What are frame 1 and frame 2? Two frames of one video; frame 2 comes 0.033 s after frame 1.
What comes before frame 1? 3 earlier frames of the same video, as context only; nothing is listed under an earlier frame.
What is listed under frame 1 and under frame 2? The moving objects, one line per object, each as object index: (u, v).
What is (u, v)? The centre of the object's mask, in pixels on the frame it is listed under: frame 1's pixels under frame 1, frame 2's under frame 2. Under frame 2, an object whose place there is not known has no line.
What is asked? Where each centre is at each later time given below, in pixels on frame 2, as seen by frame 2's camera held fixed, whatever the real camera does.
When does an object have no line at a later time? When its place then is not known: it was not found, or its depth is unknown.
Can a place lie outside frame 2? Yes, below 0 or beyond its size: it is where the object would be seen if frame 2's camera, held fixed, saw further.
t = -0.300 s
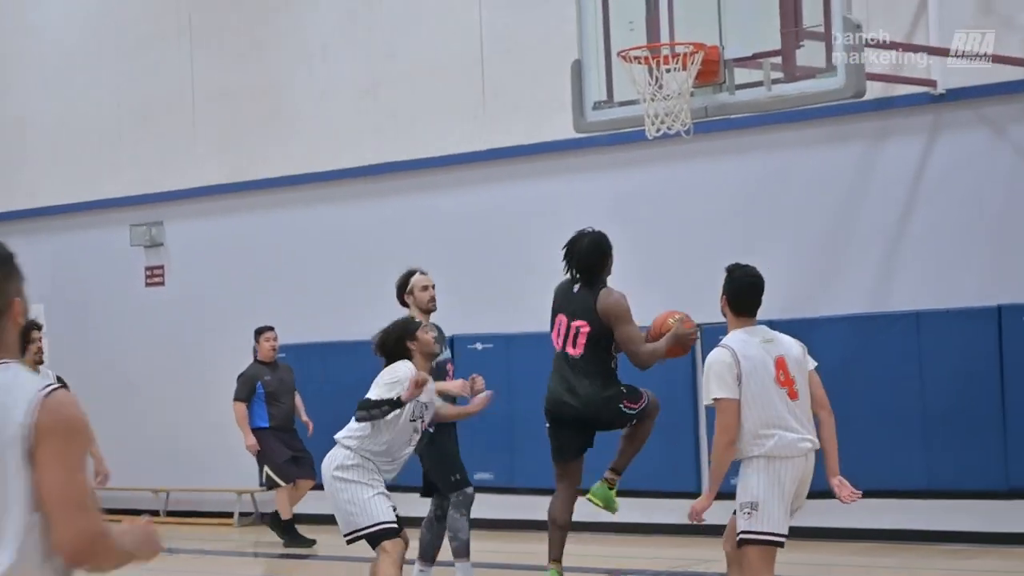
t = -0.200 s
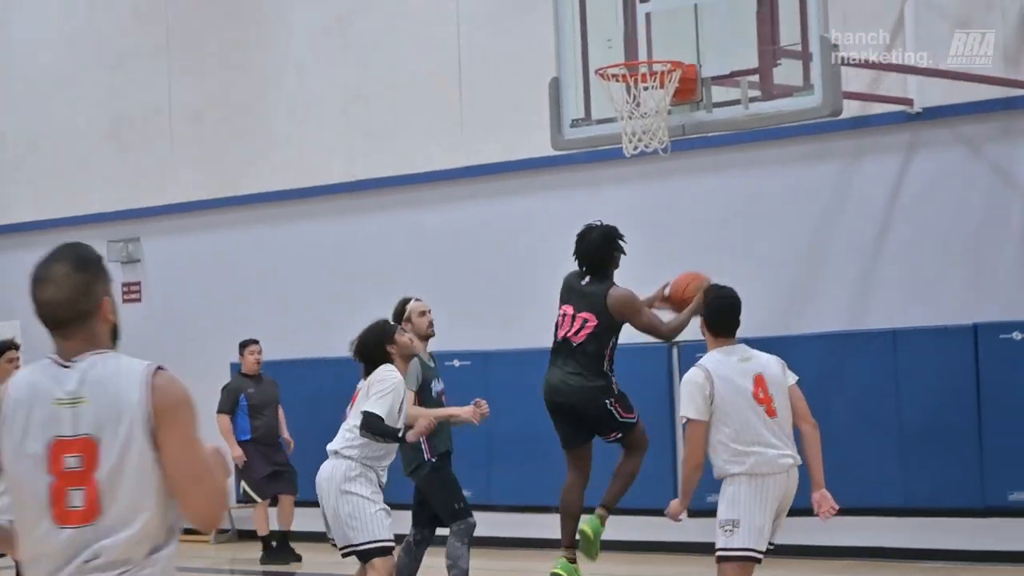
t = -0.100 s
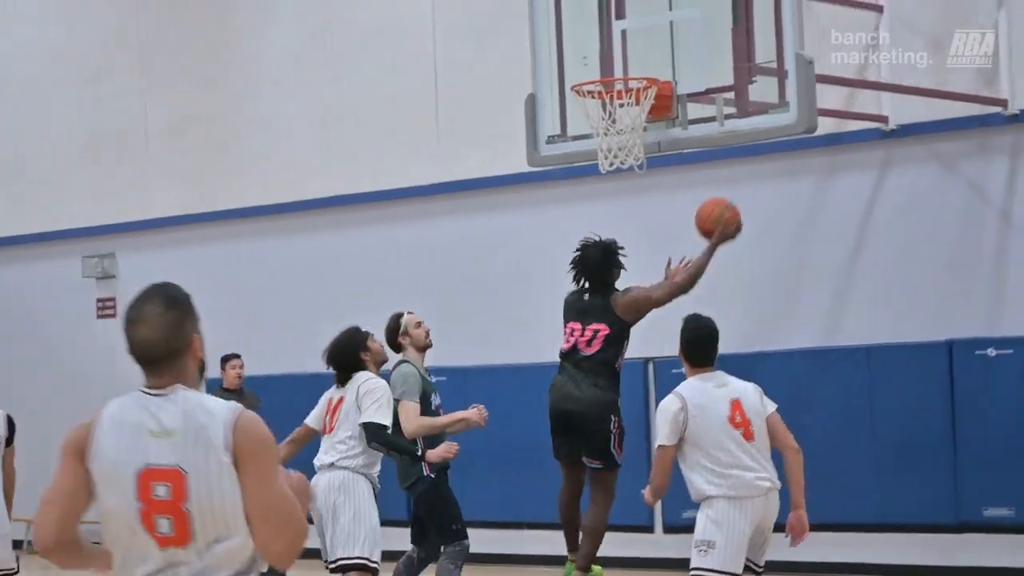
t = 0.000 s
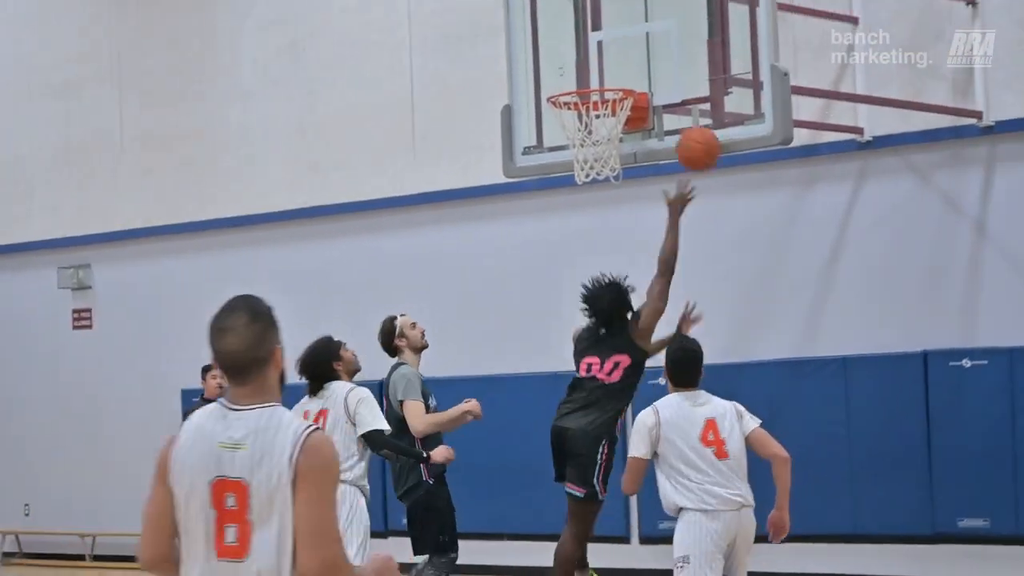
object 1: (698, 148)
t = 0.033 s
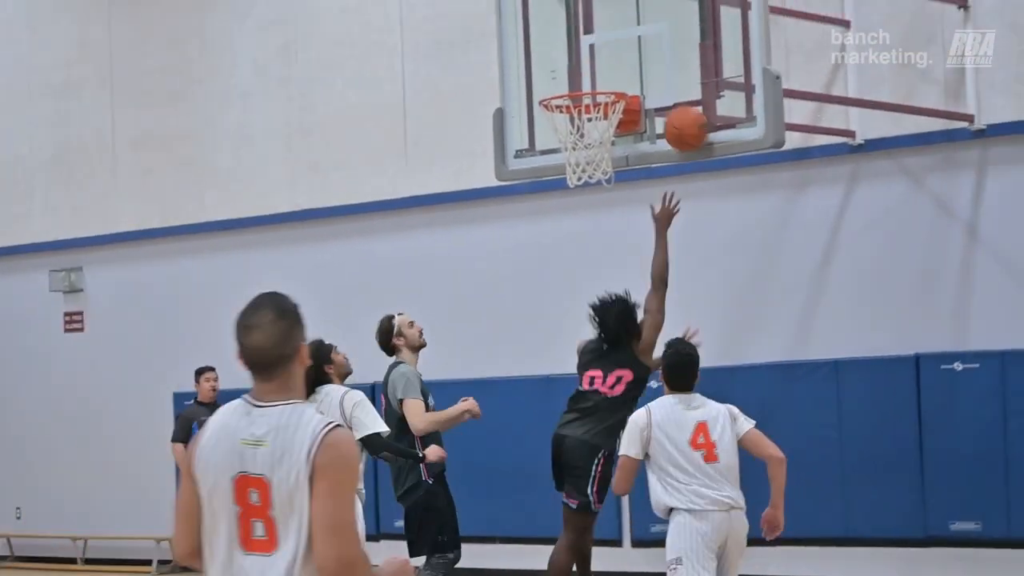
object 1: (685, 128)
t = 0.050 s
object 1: (684, 117)
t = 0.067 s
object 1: (681, 108)
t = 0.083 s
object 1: (675, 102)
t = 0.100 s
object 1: (668, 96)
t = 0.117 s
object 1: (661, 91)
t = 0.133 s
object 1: (655, 86)
